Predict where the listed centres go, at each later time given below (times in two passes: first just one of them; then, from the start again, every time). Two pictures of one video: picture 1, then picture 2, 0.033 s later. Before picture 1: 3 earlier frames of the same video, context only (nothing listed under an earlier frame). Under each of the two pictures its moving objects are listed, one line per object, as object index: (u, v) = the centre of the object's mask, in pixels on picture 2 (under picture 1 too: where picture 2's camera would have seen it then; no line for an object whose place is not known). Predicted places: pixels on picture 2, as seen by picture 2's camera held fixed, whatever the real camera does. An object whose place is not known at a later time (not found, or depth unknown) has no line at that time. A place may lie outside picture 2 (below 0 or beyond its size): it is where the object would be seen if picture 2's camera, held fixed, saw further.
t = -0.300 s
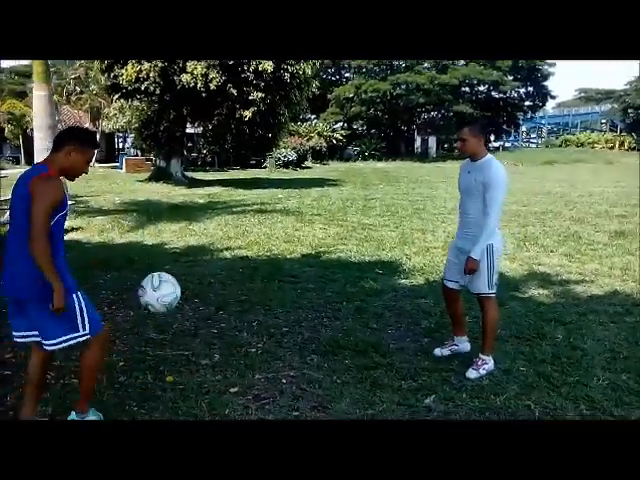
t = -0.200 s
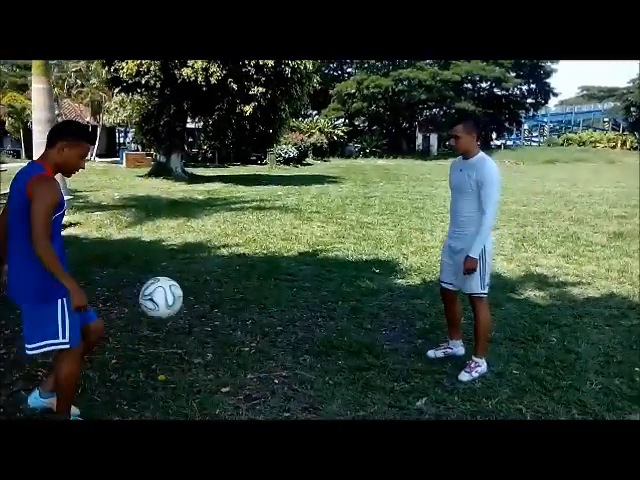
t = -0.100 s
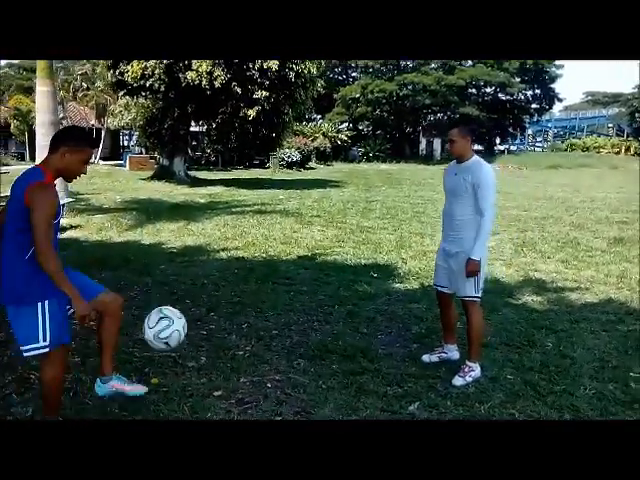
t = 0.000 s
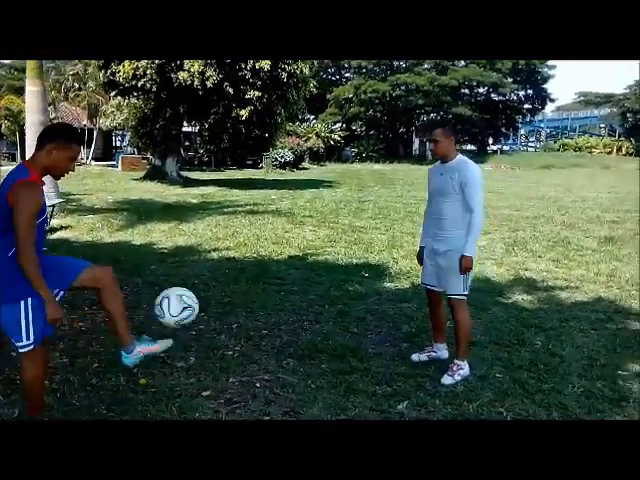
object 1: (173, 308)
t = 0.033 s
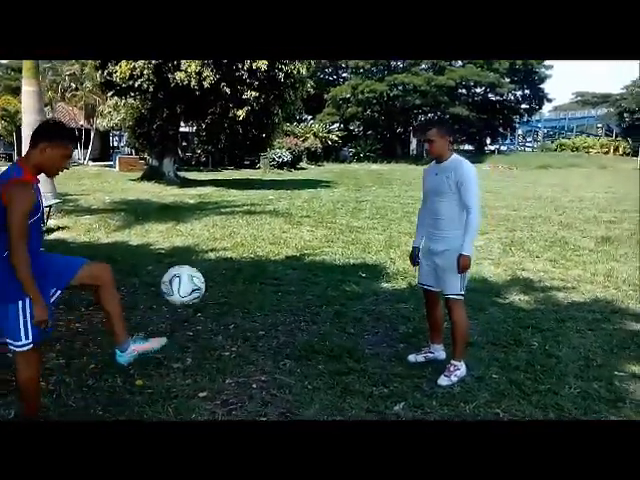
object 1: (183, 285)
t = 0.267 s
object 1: (245, 181)
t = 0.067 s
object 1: (192, 264)
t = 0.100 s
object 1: (201, 246)
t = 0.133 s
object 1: (209, 228)
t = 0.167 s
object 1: (220, 214)
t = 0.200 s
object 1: (228, 201)
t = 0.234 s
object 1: (235, 190)
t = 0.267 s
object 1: (245, 181)
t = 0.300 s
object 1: (253, 175)
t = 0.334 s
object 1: (259, 170)
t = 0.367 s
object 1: (267, 168)
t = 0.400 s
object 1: (275, 168)
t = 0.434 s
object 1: (282, 169)
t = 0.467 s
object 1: (290, 173)
